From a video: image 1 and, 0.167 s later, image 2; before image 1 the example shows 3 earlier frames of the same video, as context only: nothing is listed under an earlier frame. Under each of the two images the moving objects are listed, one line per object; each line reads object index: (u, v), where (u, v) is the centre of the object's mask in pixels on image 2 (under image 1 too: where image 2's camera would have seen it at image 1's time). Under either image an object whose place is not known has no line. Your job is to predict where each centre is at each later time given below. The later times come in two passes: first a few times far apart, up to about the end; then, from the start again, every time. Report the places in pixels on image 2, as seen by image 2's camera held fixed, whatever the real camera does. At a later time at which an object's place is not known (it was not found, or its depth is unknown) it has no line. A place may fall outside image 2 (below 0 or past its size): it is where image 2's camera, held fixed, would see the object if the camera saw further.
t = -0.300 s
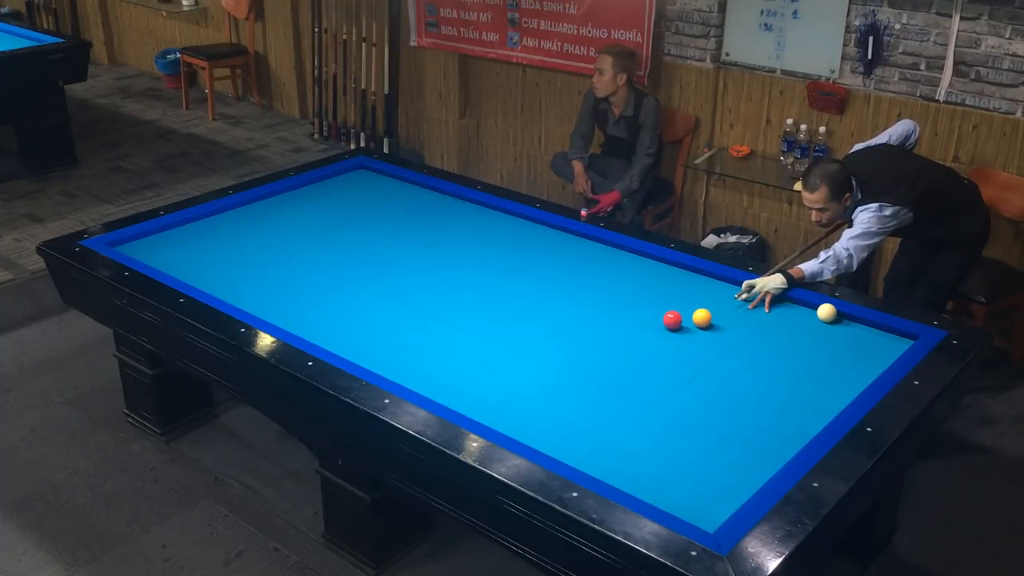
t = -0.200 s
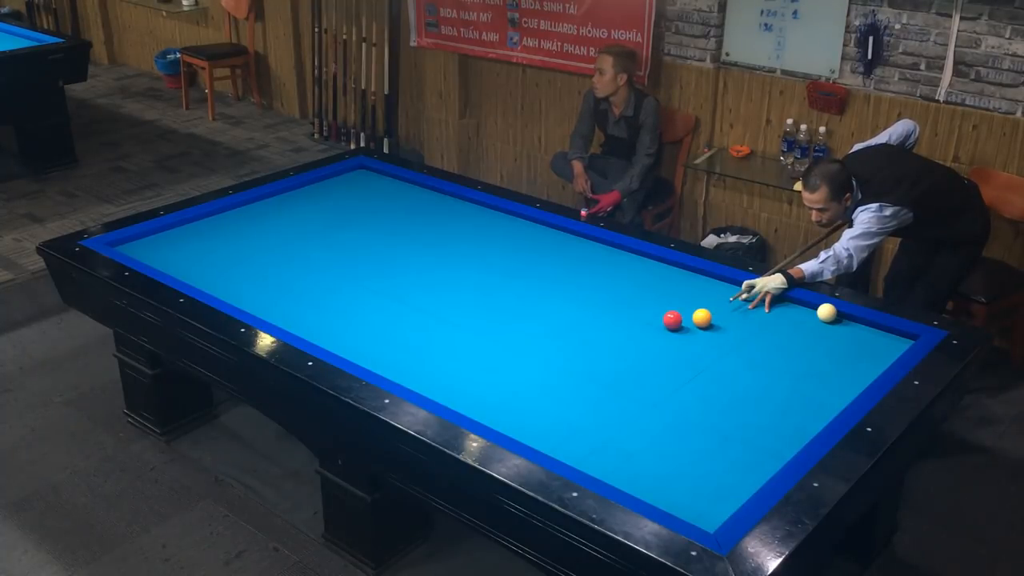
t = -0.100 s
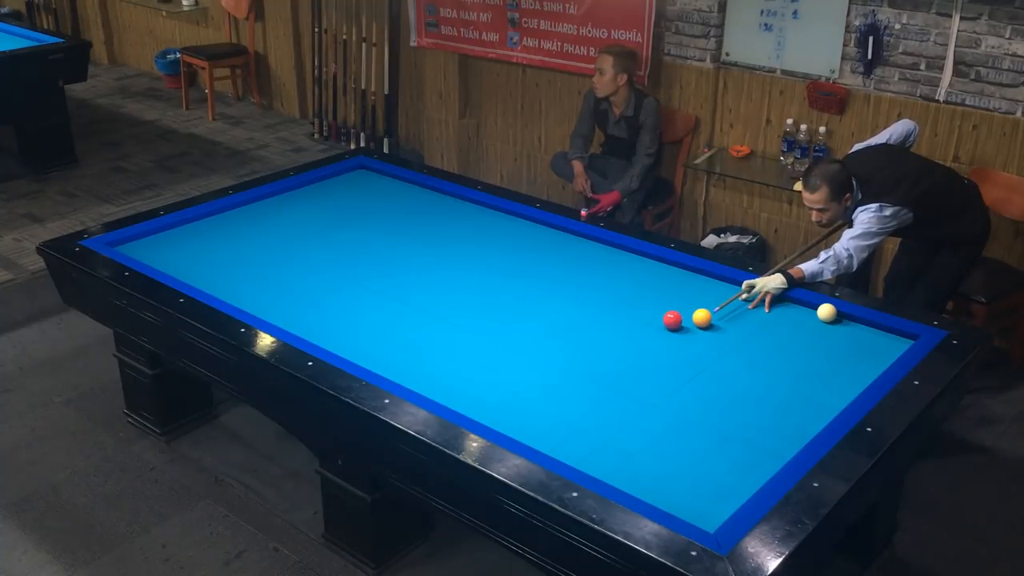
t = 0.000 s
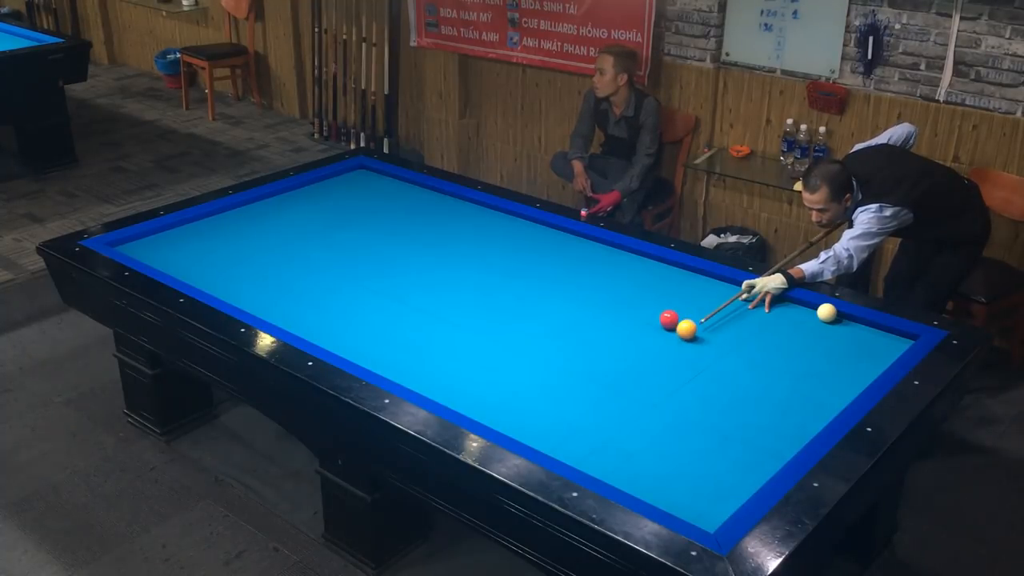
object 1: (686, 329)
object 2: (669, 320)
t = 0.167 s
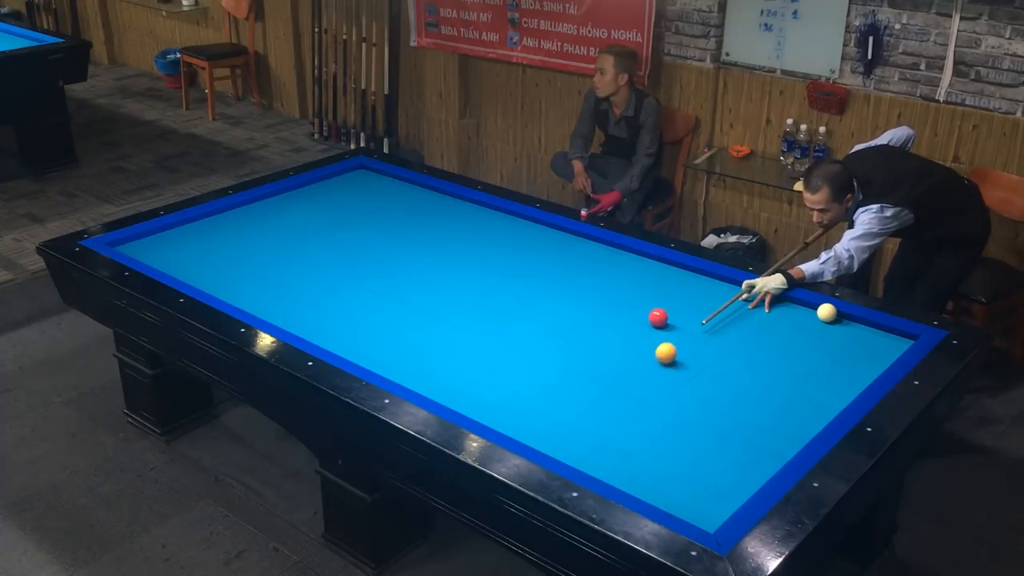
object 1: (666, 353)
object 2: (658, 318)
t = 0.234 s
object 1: (657, 363)
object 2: (654, 317)
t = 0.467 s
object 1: (624, 400)
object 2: (640, 314)
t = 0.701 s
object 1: (587, 443)
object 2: (627, 312)
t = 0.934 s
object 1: (612, 452)
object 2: (615, 310)
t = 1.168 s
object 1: (667, 444)
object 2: (604, 308)
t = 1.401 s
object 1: (719, 437)
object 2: (594, 306)
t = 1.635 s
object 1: (770, 429)
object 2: (585, 304)
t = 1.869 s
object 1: (816, 421)
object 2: (576, 303)
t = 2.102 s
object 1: (816, 402)
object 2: (569, 301)
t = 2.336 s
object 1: (817, 384)
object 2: (562, 300)
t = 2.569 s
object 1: (817, 367)
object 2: (557, 299)
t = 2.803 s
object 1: (817, 351)
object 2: (552, 298)
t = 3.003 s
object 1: (817, 339)
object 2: (548, 297)
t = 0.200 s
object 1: (661, 358)
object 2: (656, 317)
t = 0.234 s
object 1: (657, 363)
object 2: (654, 317)
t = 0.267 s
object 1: (652, 368)
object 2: (652, 316)
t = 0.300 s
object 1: (648, 373)
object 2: (650, 316)
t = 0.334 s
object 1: (643, 378)
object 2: (648, 316)
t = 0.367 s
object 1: (638, 384)
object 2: (646, 315)
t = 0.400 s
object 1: (634, 389)
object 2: (644, 315)
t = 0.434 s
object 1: (629, 395)
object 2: (642, 315)
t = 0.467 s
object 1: (624, 400)
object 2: (640, 314)
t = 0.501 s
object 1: (619, 406)
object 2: (638, 314)
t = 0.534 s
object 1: (614, 412)
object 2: (636, 314)
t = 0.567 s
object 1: (608, 418)
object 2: (634, 313)
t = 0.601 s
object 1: (603, 424)
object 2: (632, 313)
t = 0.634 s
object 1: (598, 430)
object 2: (631, 313)
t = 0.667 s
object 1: (592, 437)
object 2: (629, 312)
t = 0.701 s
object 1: (587, 443)
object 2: (627, 312)
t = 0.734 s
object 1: (581, 449)
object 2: (625, 312)
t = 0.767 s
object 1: (576, 455)
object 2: (624, 311)
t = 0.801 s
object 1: (574, 458)
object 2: (622, 311)
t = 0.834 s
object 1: (584, 457)
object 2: (620, 311)
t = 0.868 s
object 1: (594, 456)
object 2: (618, 310)
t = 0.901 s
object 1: (603, 454)
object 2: (617, 310)
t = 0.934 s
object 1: (612, 452)
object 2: (615, 310)
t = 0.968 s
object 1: (620, 451)
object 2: (614, 309)
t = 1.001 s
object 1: (628, 450)
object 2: (612, 309)
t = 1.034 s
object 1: (635, 449)
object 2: (610, 309)
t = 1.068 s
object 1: (643, 448)
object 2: (609, 309)
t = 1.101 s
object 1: (651, 446)
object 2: (607, 308)
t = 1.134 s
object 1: (659, 445)
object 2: (606, 308)
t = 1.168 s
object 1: (667, 444)
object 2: (604, 308)
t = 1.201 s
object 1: (674, 443)
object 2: (603, 307)
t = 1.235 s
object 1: (682, 442)
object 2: (601, 307)
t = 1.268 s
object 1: (689, 441)
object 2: (600, 307)
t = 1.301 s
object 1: (697, 440)
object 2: (598, 307)
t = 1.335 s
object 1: (704, 439)
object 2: (597, 306)
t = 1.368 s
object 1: (712, 438)
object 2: (595, 306)
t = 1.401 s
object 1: (719, 437)
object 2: (594, 306)
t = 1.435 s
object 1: (727, 436)
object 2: (593, 306)
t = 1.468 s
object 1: (734, 434)
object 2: (591, 305)
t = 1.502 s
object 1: (741, 433)
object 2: (590, 305)
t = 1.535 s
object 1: (749, 432)
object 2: (589, 305)
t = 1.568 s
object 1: (756, 431)
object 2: (587, 304)
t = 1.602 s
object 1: (763, 430)
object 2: (586, 304)
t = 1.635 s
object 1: (770, 429)
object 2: (585, 304)
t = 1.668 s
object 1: (777, 428)
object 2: (584, 304)
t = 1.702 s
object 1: (784, 427)
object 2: (582, 304)
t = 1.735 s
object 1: (791, 426)
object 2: (581, 304)
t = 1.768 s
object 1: (798, 425)
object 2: (580, 303)
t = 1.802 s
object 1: (805, 424)
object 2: (579, 303)
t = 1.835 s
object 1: (811, 423)
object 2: (578, 303)
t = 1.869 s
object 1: (816, 421)
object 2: (576, 303)
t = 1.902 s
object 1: (816, 418)
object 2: (575, 302)
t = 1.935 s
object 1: (816, 416)
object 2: (574, 302)
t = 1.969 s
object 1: (816, 413)
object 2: (573, 302)
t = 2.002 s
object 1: (816, 410)
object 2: (572, 302)
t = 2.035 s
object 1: (816, 407)
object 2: (571, 302)
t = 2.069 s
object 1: (816, 404)
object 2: (570, 301)
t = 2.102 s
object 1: (816, 402)
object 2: (569, 301)
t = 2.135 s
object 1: (816, 399)
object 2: (568, 301)
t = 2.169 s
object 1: (816, 396)
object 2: (567, 301)
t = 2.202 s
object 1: (816, 394)
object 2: (566, 301)
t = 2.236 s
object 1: (817, 391)
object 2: (565, 301)
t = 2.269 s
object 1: (817, 389)
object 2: (564, 301)
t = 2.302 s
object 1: (817, 386)
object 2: (563, 301)
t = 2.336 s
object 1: (817, 384)
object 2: (562, 300)
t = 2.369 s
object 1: (817, 381)
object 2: (562, 300)
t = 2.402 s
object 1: (817, 379)
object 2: (561, 300)
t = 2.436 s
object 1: (817, 376)
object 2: (560, 300)
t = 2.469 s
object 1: (817, 374)
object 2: (559, 299)
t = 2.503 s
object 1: (817, 372)
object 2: (558, 299)
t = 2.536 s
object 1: (817, 369)
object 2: (558, 299)
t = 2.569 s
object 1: (817, 367)
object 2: (557, 299)
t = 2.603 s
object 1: (817, 365)
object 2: (556, 299)
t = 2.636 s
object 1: (817, 363)
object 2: (555, 299)
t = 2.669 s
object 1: (817, 360)
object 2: (554, 299)
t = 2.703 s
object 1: (817, 358)
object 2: (554, 298)
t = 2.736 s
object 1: (817, 356)
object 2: (553, 298)
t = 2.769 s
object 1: (817, 354)
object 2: (552, 298)
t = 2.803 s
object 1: (817, 351)
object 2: (552, 298)
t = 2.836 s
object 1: (817, 350)
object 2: (551, 298)
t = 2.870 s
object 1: (817, 347)
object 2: (550, 298)
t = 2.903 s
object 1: (817, 345)
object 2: (550, 298)
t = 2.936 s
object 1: (817, 343)
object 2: (549, 297)
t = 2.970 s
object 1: (818, 341)
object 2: (549, 297)
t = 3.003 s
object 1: (817, 339)
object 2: (548, 297)
